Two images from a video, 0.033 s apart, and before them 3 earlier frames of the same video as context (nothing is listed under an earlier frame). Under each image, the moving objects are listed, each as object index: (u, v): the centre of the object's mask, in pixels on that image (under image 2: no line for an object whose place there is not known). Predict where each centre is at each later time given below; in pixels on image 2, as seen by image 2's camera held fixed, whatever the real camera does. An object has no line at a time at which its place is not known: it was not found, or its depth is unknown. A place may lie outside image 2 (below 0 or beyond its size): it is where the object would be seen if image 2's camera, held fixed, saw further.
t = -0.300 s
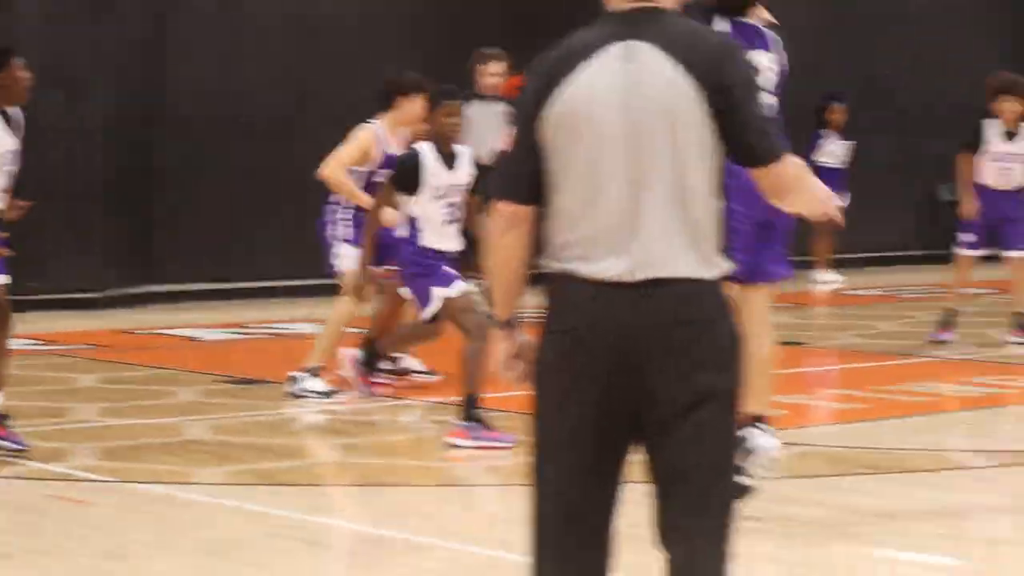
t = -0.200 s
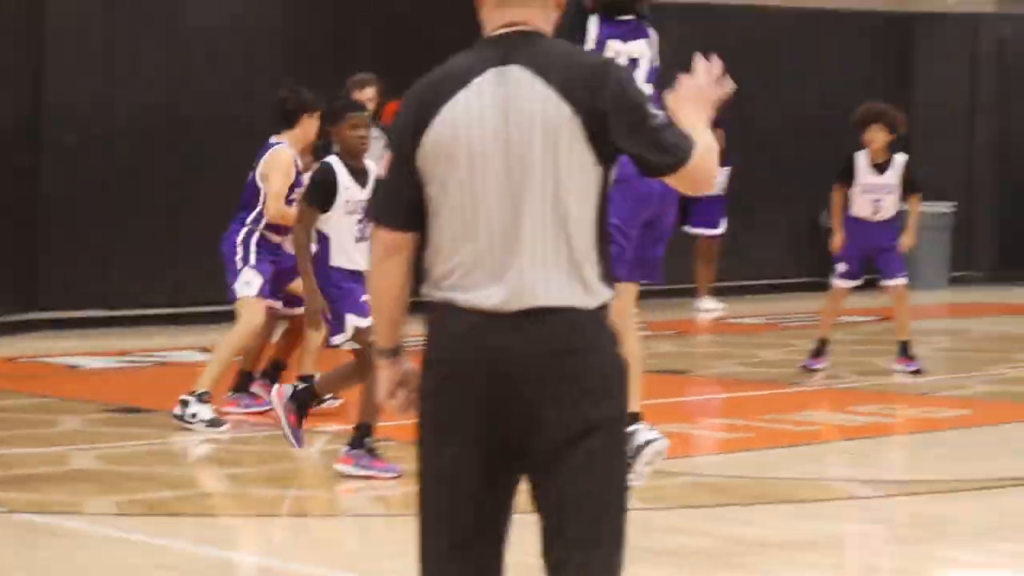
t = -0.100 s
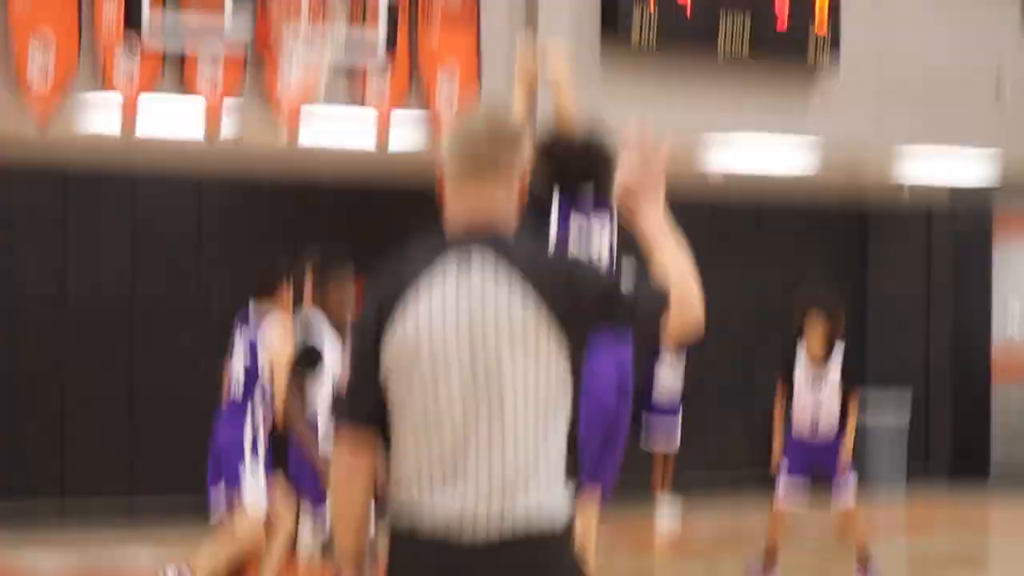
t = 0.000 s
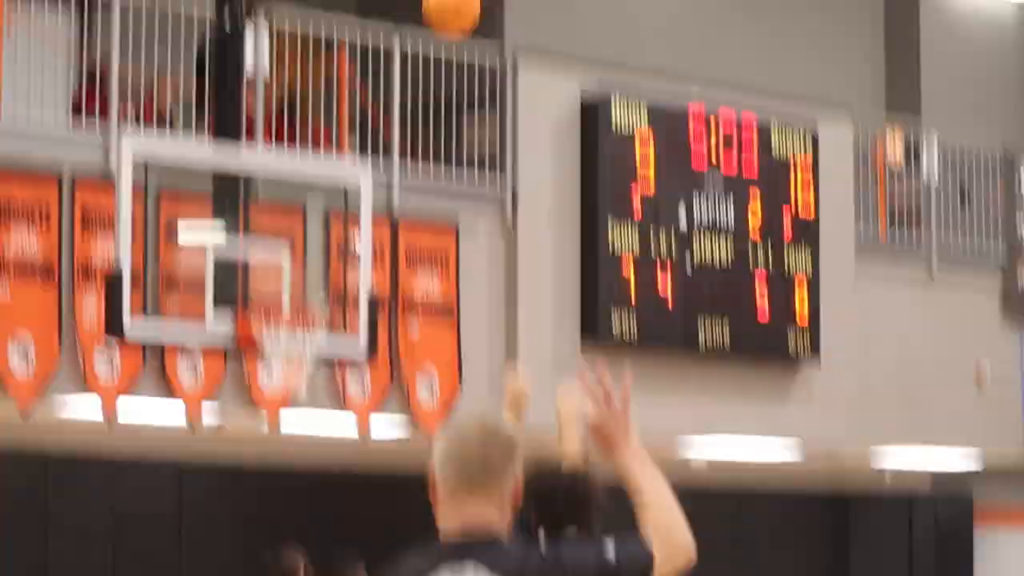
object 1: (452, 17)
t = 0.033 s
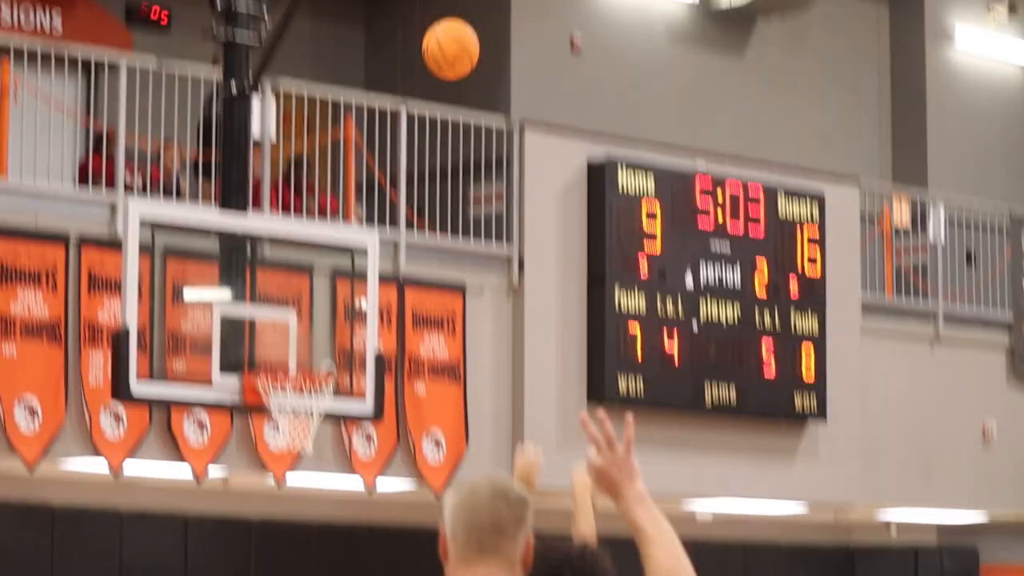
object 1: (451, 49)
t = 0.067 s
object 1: (451, 27)
